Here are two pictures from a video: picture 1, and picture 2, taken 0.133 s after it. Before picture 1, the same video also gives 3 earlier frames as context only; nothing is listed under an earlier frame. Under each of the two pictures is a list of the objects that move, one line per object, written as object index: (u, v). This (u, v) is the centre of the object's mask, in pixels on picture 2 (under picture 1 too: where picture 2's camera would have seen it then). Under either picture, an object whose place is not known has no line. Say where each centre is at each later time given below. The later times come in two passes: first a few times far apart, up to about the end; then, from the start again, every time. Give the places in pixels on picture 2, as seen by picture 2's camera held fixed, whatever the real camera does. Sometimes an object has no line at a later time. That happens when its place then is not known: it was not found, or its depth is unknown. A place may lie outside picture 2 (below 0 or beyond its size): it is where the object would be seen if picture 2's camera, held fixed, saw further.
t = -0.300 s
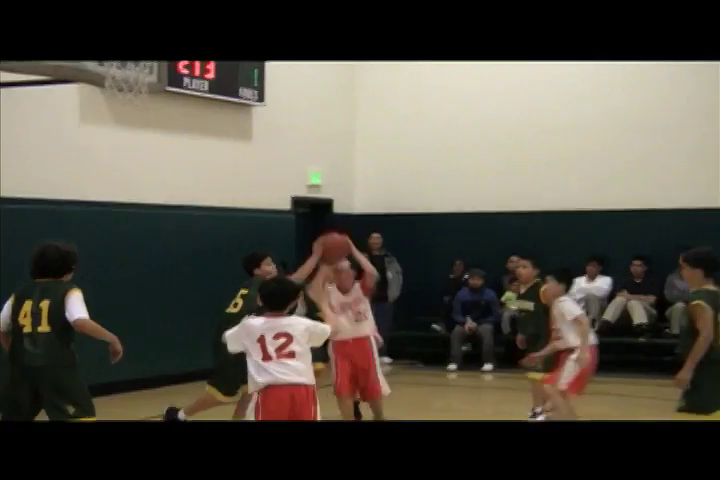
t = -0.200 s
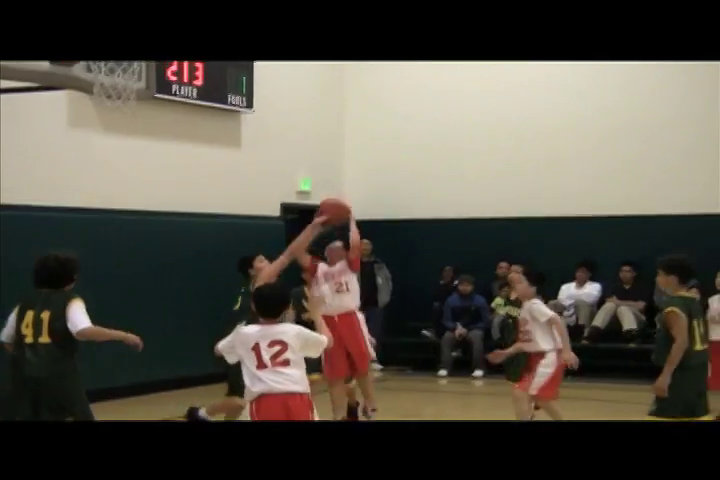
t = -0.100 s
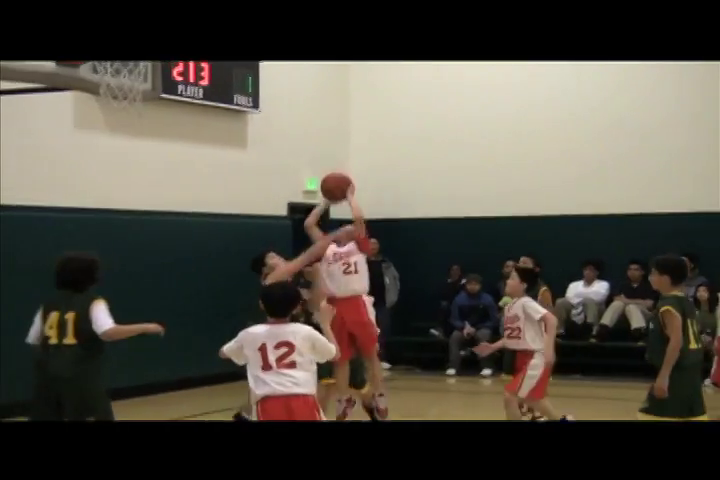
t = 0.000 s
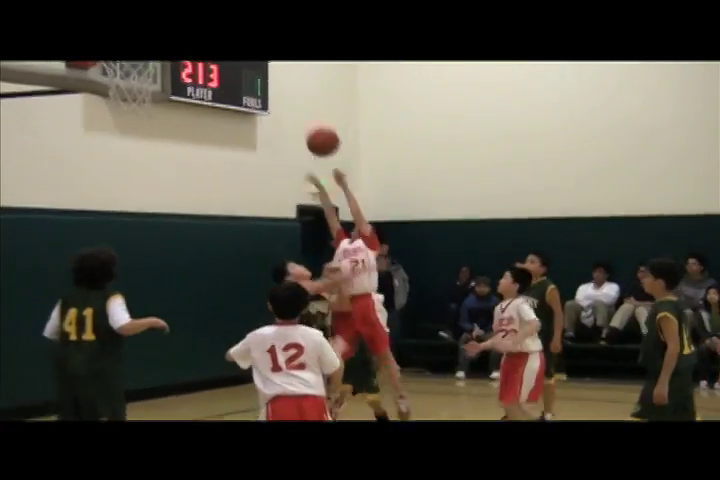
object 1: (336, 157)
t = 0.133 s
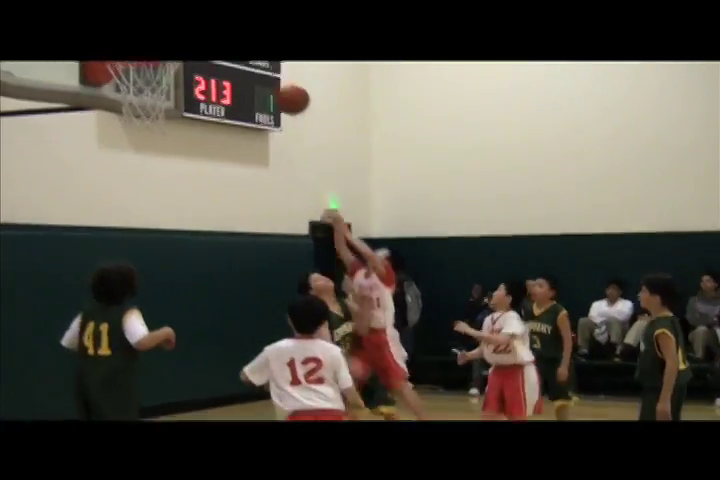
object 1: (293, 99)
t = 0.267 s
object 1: (248, 60)
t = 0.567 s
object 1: (173, 32)
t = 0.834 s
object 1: (152, 42)
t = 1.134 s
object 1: (122, 114)
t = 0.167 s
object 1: (282, 87)
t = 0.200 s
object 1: (270, 76)
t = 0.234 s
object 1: (259, 67)
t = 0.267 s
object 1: (248, 60)
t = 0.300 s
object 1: (236, 53)
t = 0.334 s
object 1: (225, 49)
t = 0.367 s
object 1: (213, 45)
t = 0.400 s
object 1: (203, 44)
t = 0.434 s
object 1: (192, 42)
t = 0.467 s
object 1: (180, 41)
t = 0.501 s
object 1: (177, 39)
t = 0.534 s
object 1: (174, 34)
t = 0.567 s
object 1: (173, 32)
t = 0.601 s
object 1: (171, 31)
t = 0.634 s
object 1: (170, 31)
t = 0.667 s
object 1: (168, 31)
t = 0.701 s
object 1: (166, 33)
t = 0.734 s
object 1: (164, 37)
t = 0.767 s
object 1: (161, 44)
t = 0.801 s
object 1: (158, 48)
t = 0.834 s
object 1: (152, 42)
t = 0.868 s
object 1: (148, 62)
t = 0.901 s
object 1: (139, 63)
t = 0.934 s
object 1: (135, 69)
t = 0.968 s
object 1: (132, 80)
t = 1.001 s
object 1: (126, 85)
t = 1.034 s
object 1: (124, 93)
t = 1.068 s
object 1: (123, 98)
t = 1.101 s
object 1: (121, 105)
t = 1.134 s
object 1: (122, 114)
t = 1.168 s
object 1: (124, 119)
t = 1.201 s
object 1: (123, 130)
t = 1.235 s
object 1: (126, 141)
